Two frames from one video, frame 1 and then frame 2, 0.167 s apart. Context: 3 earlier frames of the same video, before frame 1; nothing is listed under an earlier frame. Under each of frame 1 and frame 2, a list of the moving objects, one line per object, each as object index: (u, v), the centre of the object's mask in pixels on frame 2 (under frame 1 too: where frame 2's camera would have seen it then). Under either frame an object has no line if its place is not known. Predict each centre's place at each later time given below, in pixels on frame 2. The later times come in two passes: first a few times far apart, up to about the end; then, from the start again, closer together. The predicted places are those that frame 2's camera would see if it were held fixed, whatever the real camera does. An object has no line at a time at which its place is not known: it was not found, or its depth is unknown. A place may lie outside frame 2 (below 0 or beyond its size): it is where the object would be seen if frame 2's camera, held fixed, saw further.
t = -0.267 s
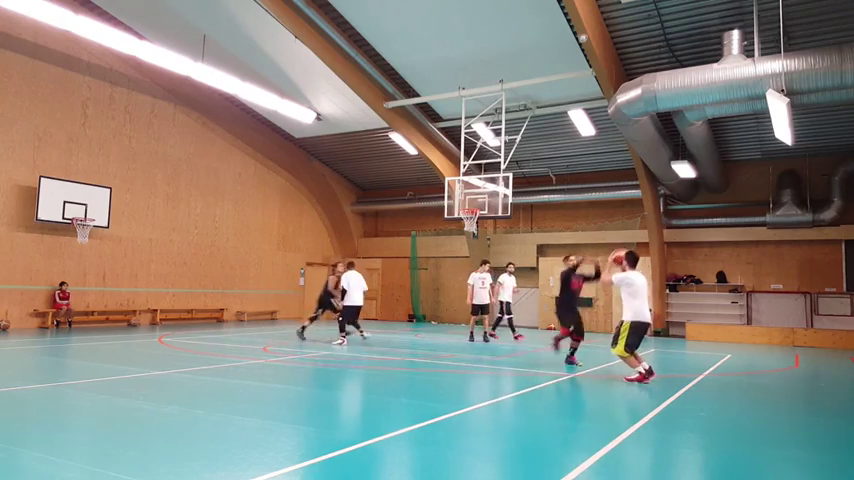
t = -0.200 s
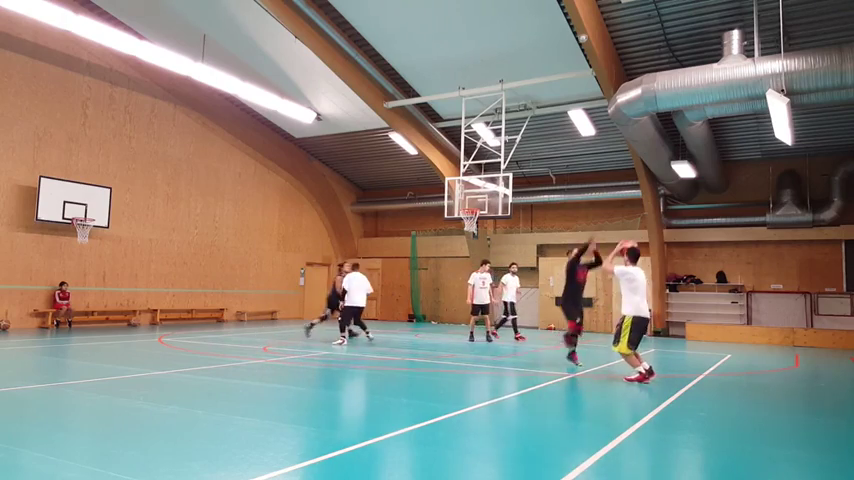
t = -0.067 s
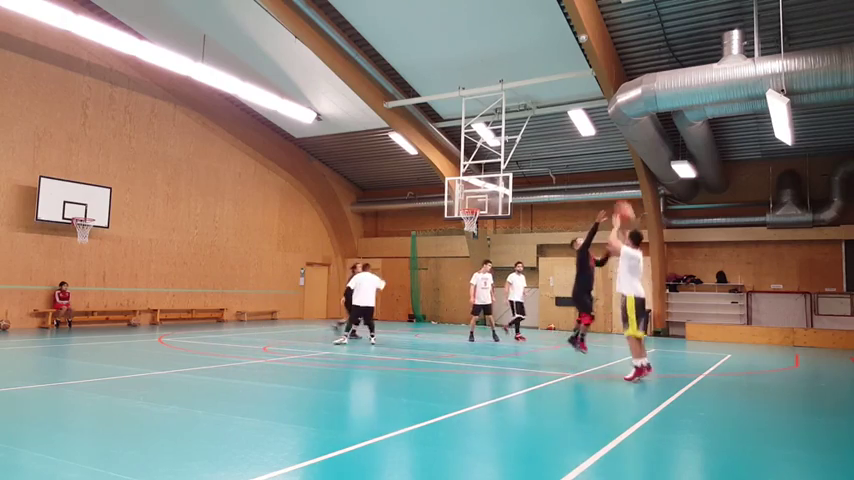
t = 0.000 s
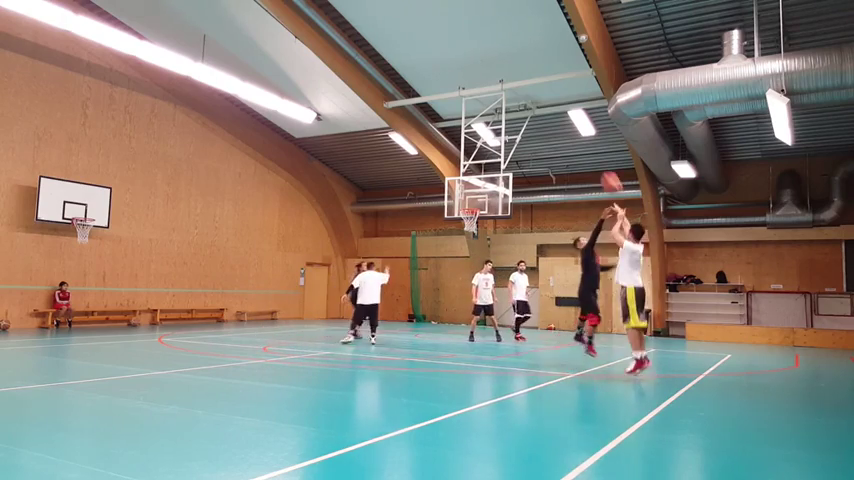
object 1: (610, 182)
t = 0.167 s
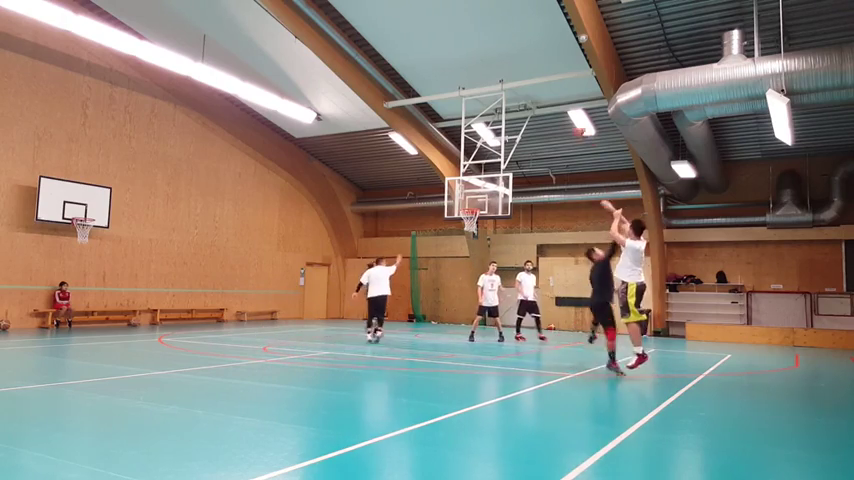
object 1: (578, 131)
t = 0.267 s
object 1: (565, 110)
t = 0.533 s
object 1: (532, 92)
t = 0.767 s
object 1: (507, 107)
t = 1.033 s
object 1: (483, 149)
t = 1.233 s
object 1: (468, 195)
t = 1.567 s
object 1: (473, 229)
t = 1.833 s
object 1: (484, 264)
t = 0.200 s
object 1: (573, 123)
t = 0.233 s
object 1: (569, 116)
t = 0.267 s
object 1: (565, 110)
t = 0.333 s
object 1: (556, 101)
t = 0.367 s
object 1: (552, 97)
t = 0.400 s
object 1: (548, 95)
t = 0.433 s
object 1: (544, 94)
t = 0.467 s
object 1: (539, 93)
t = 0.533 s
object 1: (532, 92)
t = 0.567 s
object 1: (528, 93)
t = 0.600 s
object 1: (524, 94)
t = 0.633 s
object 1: (520, 95)
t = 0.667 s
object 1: (517, 97)
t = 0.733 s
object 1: (511, 102)
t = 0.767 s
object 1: (507, 107)
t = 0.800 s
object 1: (504, 110)
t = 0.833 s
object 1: (501, 114)
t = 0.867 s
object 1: (498, 119)
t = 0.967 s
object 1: (490, 135)
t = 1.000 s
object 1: (485, 143)
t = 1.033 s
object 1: (483, 149)
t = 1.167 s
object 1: (475, 174)
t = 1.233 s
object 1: (468, 195)
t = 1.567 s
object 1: (473, 229)
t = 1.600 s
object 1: (474, 232)
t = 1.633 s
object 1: (476, 235)
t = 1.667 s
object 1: (477, 239)
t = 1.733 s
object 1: (480, 247)
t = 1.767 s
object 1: (481, 253)
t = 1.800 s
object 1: (483, 258)
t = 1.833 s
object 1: (484, 264)
